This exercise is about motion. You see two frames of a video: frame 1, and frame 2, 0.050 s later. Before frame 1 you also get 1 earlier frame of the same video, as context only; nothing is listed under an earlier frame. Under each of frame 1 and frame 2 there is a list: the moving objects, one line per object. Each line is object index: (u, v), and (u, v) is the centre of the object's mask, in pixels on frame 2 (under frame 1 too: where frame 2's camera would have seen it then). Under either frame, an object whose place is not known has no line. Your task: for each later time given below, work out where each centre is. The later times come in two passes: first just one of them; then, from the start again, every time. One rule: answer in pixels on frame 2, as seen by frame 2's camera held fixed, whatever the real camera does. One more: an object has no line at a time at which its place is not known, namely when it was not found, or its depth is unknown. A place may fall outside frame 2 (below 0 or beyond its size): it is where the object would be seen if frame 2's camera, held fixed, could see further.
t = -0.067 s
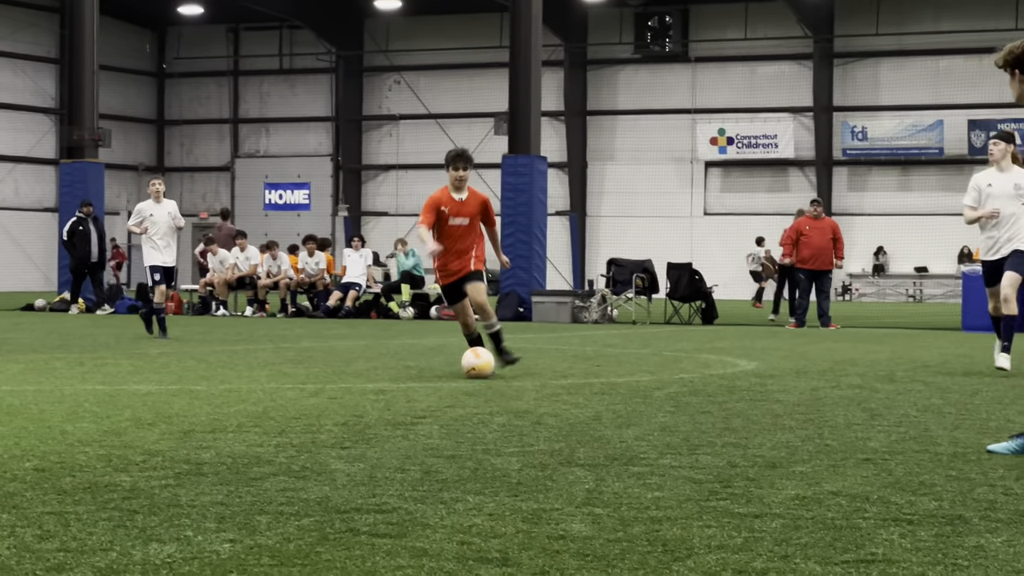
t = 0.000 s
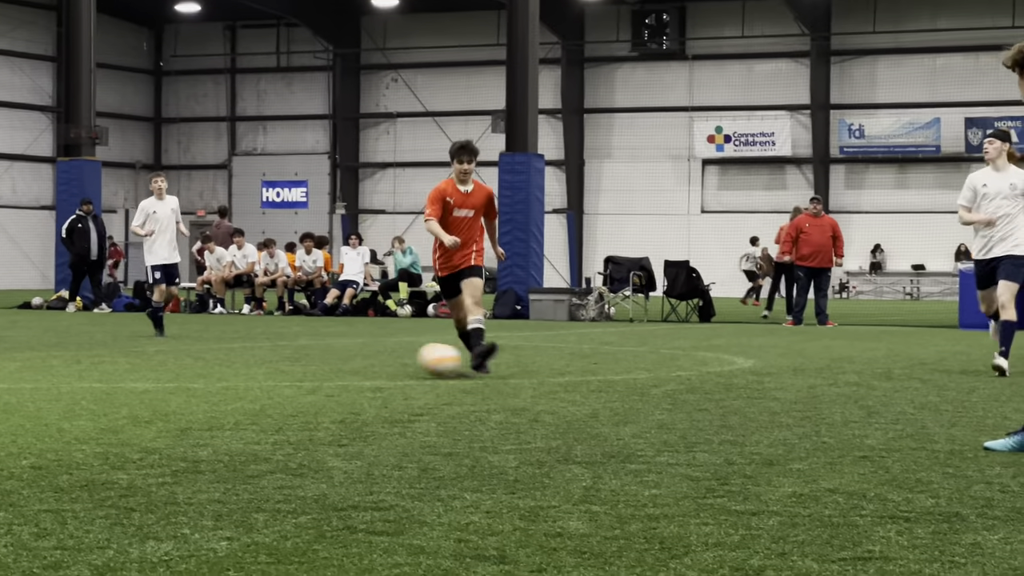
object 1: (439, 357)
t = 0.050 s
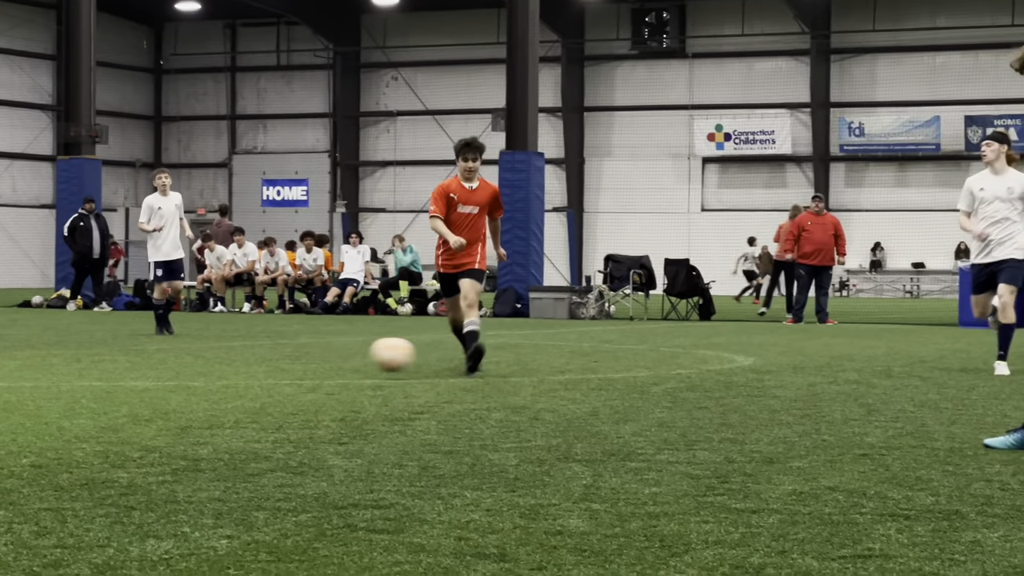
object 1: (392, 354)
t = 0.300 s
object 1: (143, 360)
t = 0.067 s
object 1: (376, 353)
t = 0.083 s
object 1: (359, 353)
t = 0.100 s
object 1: (343, 354)
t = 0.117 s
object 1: (326, 355)
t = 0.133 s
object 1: (309, 357)
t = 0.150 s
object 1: (291, 359)
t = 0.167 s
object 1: (273, 362)
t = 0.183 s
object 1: (255, 366)
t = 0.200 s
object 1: (237, 369)
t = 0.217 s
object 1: (220, 368)
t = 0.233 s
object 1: (204, 366)
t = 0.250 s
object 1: (190, 365)
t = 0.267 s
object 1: (175, 362)
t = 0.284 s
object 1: (159, 361)
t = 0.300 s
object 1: (143, 360)
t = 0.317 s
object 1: (126, 360)
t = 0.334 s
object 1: (110, 361)
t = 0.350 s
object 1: (94, 362)
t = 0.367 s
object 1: (79, 365)
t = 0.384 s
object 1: (64, 367)
